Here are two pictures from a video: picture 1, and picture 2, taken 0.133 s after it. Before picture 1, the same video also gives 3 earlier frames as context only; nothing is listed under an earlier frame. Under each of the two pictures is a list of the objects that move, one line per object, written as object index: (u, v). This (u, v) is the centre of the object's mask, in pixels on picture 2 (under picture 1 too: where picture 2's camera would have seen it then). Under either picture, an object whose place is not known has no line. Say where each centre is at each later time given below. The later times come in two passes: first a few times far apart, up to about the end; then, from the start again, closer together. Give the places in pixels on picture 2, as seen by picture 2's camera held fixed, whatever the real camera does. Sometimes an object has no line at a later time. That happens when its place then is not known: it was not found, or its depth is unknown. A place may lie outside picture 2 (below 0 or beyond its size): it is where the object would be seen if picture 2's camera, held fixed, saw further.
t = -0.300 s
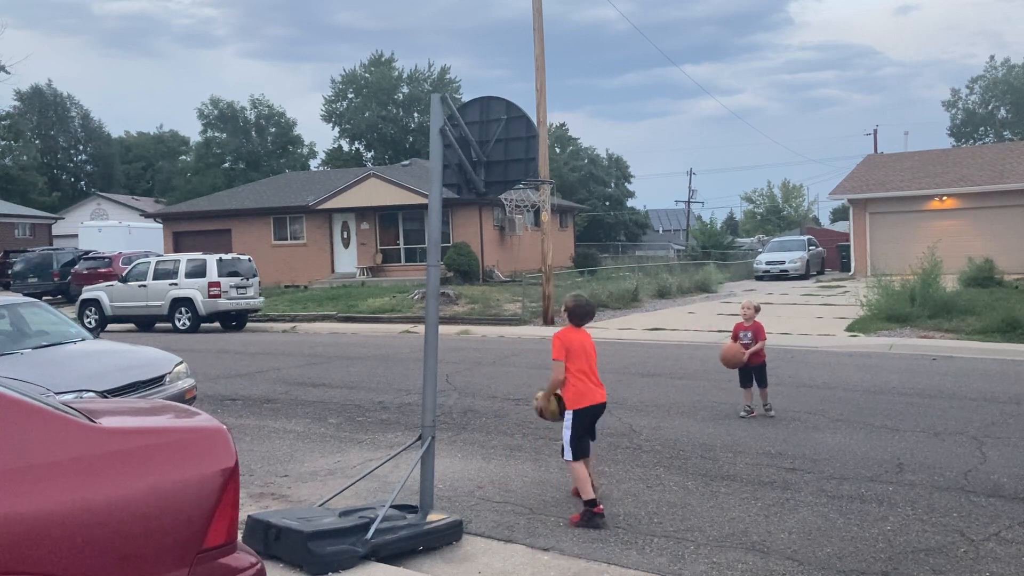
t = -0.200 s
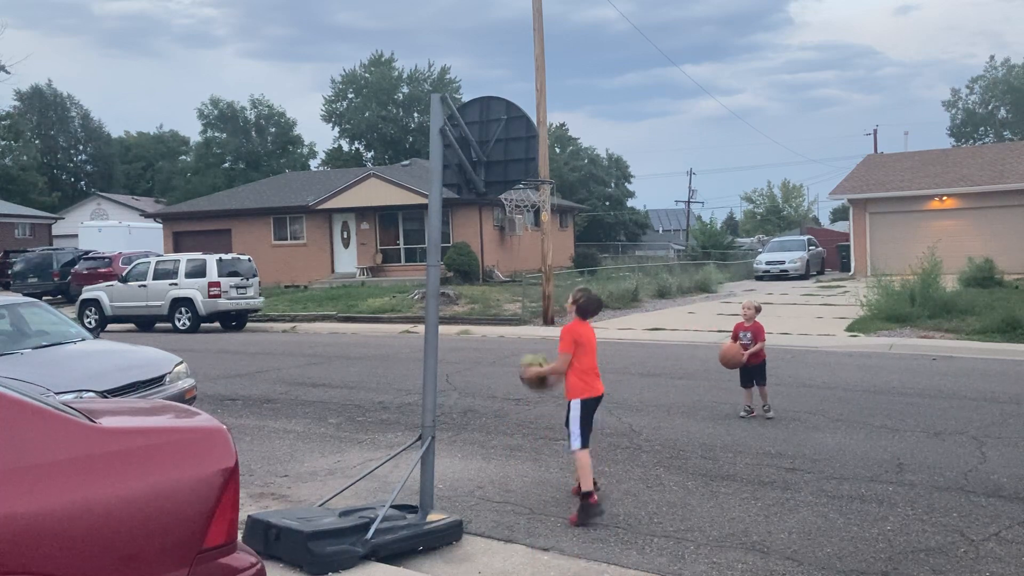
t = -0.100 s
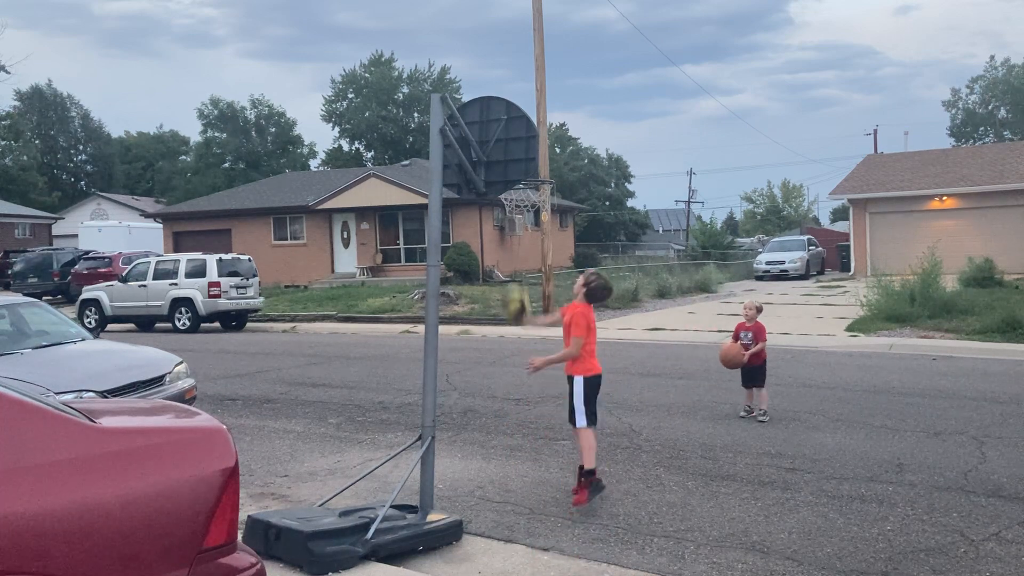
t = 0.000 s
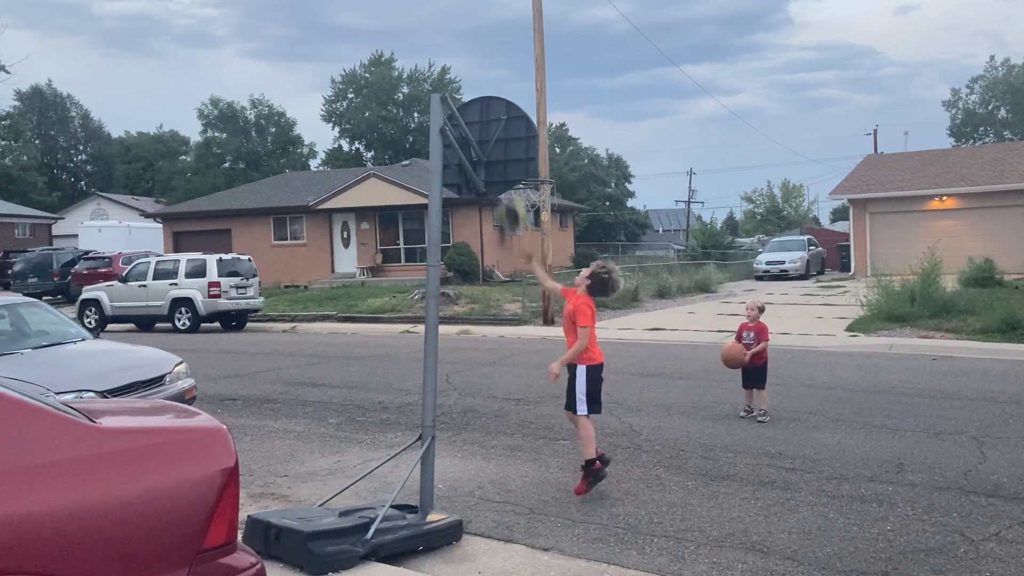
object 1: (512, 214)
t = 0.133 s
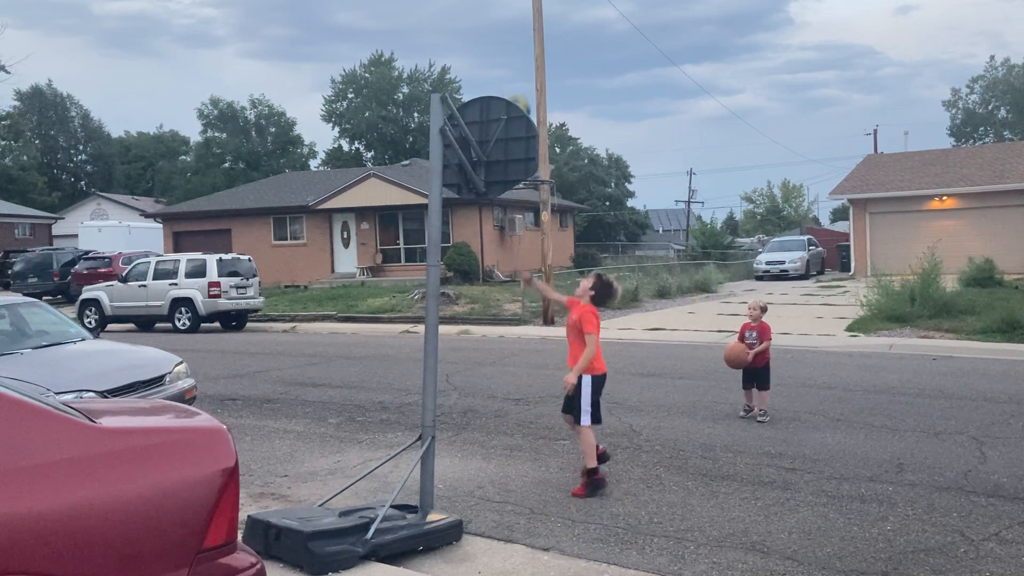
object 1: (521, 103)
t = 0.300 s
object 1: (521, 16)
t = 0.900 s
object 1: (553, 7)
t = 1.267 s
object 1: (578, 245)
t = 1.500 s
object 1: (594, 472)
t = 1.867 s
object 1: (555, 226)
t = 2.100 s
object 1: (544, 231)
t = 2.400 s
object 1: (542, 390)
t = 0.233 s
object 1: (519, 49)
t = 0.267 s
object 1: (520, 32)
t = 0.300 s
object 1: (521, 16)
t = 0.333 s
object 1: (523, 8)
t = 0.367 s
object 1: (522, 2)
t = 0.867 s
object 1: (550, 1)
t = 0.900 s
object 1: (553, 7)
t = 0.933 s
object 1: (554, 14)
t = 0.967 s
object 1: (555, 30)
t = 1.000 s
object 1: (558, 48)
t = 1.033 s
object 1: (560, 67)
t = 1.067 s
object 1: (562, 88)
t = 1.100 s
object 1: (564, 109)
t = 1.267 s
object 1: (578, 245)
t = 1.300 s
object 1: (578, 277)
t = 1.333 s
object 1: (581, 306)
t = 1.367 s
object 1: (585, 343)
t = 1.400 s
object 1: (587, 378)
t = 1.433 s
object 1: (590, 415)
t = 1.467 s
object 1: (594, 452)
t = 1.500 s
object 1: (594, 472)
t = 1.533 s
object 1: (590, 440)
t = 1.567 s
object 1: (587, 412)
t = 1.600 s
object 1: (582, 385)
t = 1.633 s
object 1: (579, 360)
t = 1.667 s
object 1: (575, 336)
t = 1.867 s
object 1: (555, 226)
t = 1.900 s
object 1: (551, 213)
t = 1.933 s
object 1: (548, 201)
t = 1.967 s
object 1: (546, 199)
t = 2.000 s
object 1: (546, 205)
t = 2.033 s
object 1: (545, 212)
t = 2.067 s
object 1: (545, 221)
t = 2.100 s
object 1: (544, 231)
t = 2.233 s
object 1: (543, 287)
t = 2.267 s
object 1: (543, 306)
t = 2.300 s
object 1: (543, 324)
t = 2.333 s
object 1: (542, 346)
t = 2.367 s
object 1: (542, 367)
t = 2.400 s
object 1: (542, 390)
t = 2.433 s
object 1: (542, 415)
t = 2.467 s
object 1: (541, 440)
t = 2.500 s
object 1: (541, 467)
